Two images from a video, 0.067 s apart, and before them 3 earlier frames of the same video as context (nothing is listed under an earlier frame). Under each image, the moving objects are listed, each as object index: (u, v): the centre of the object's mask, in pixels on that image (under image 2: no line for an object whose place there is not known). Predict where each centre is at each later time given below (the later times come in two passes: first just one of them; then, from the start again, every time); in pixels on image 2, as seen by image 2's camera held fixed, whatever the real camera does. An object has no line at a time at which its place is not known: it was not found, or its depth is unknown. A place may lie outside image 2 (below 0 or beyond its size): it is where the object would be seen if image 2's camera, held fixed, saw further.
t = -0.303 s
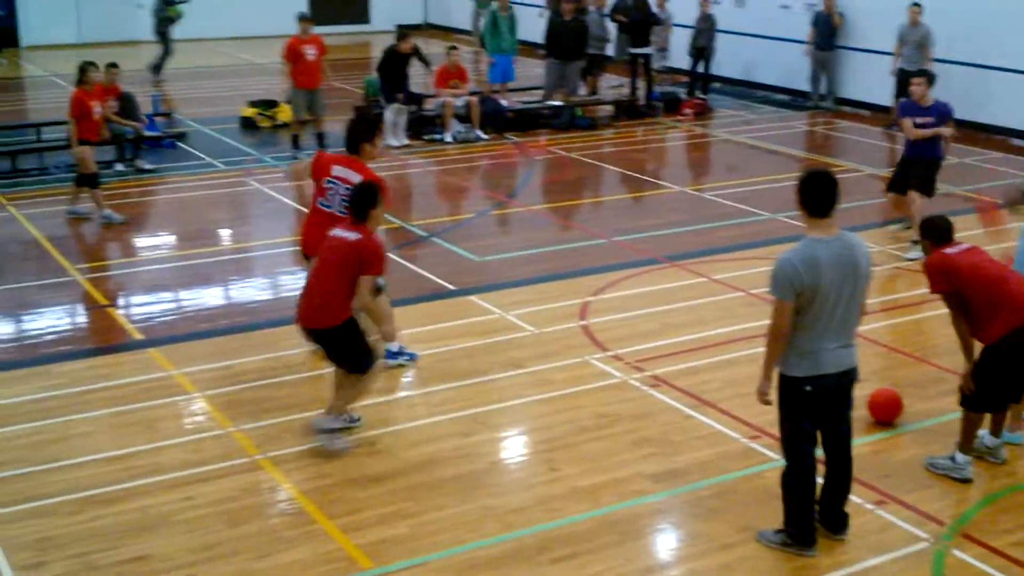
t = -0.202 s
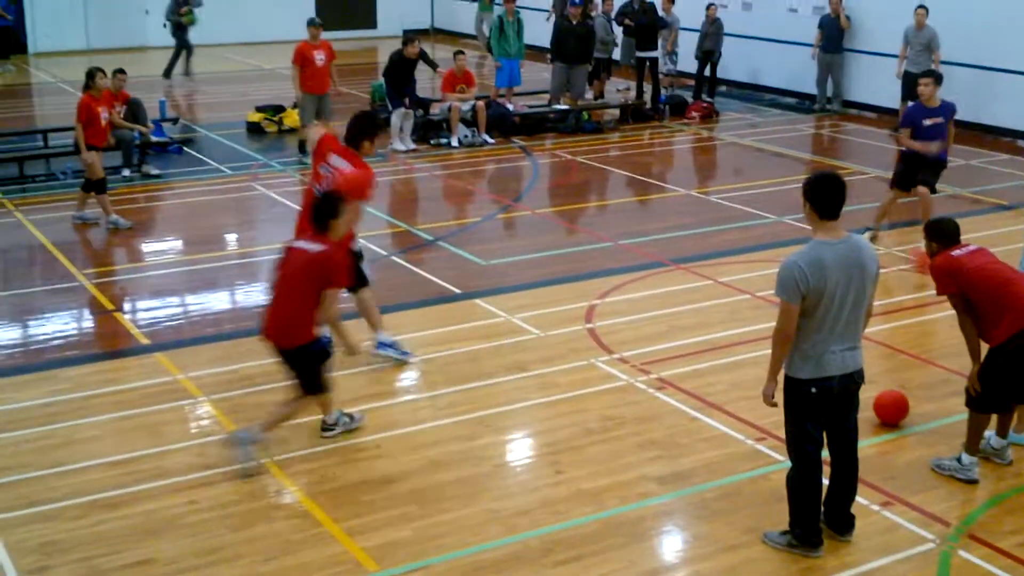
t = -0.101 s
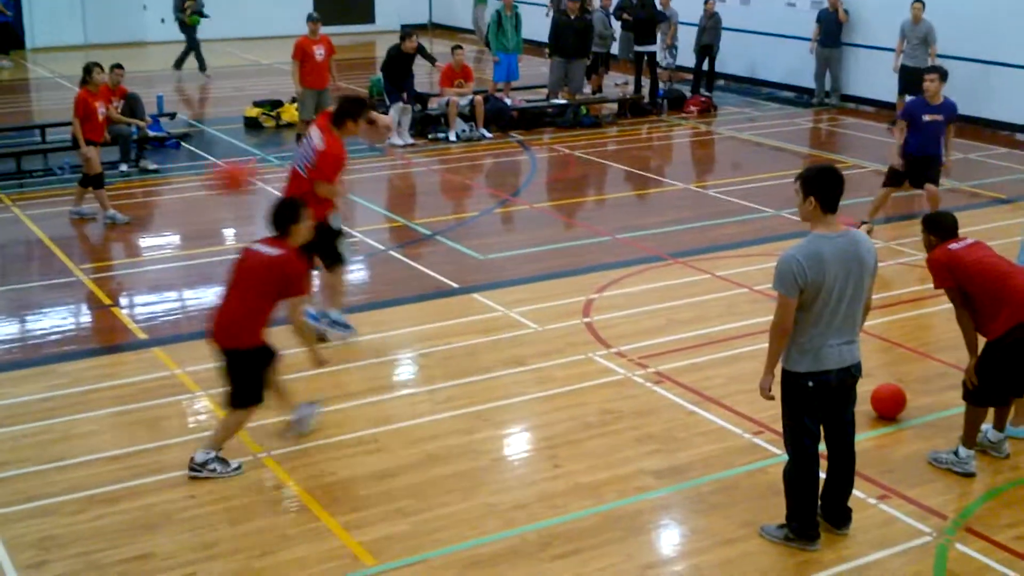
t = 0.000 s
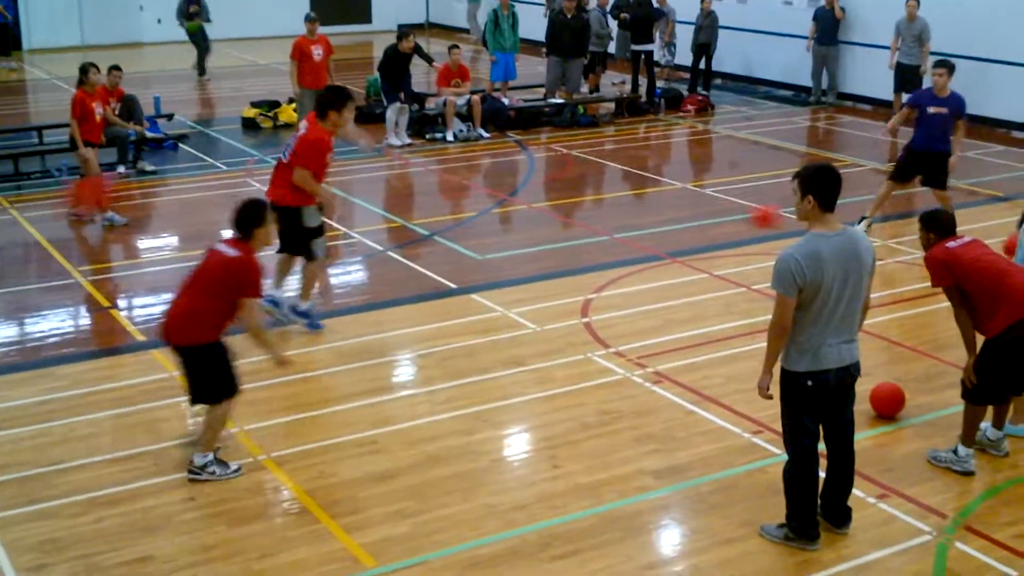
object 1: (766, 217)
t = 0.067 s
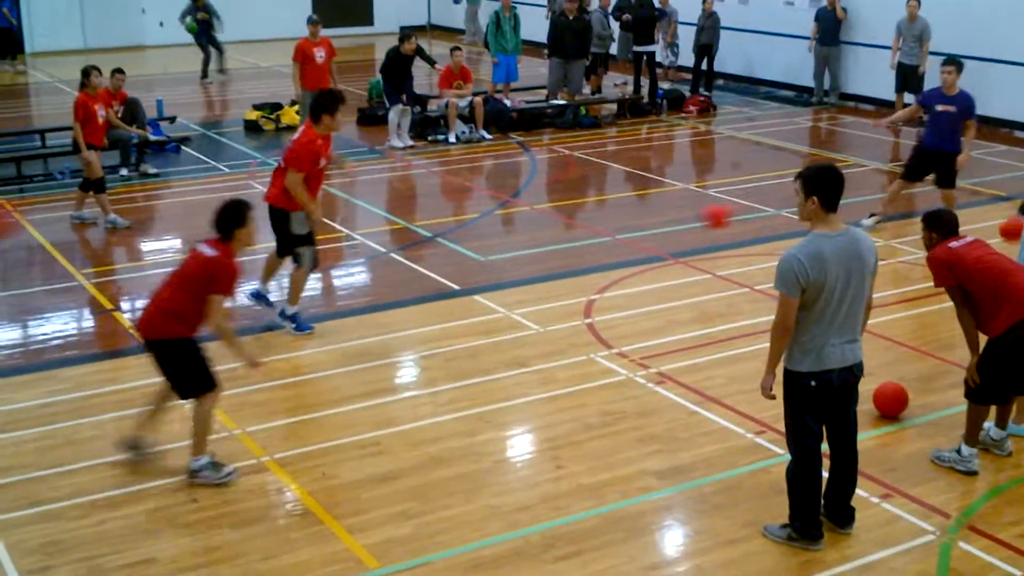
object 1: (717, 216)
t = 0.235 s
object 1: (600, 241)
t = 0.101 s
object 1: (694, 218)
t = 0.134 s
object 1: (669, 222)
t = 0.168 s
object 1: (646, 226)
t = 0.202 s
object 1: (622, 233)
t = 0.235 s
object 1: (600, 241)
